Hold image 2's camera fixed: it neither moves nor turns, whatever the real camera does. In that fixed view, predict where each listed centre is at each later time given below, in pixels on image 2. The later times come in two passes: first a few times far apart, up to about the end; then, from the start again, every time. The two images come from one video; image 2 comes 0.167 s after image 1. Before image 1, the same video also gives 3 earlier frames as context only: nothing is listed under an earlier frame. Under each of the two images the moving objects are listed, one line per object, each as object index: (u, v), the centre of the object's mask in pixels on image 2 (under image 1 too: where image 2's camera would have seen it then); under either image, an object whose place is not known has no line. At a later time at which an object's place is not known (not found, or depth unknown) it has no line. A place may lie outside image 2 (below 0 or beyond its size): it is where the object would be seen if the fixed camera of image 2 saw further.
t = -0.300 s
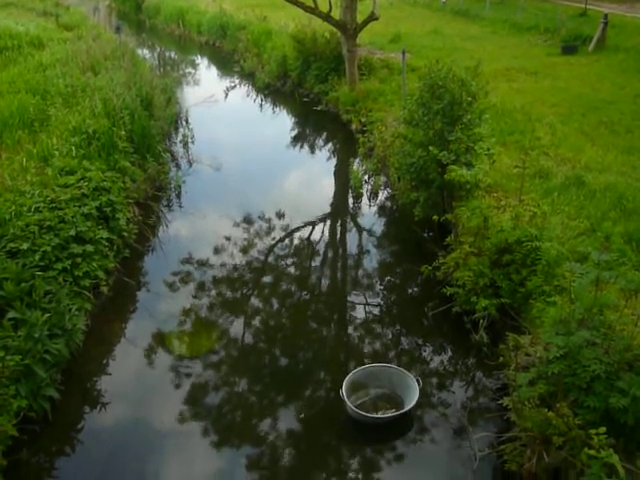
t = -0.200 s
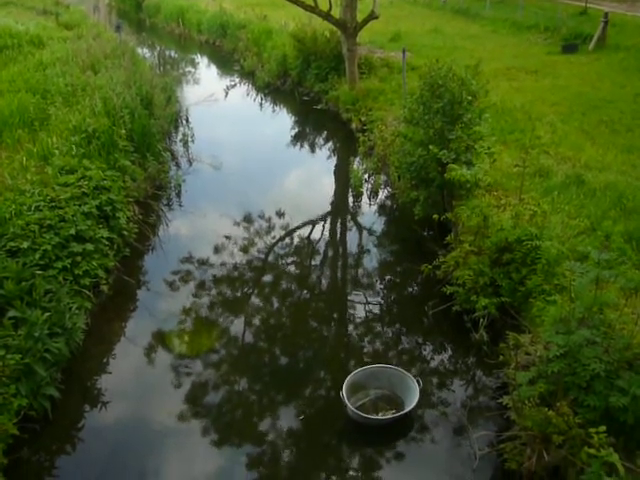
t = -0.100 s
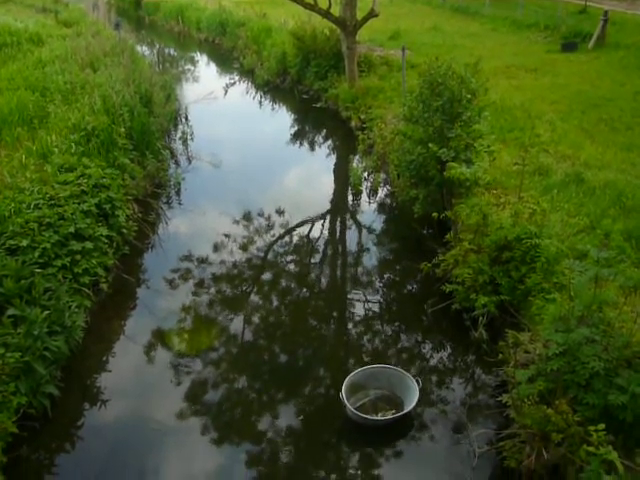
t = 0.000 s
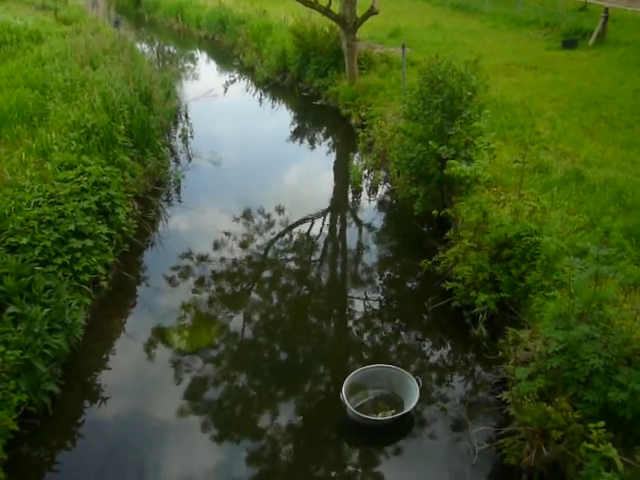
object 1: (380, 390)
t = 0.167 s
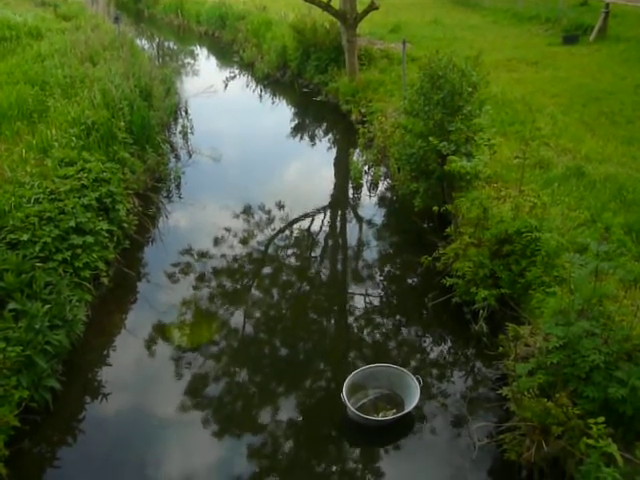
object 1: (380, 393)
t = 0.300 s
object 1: (380, 397)
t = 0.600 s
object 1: (381, 404)
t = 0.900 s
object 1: (381, 412)
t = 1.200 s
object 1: (382, 420)
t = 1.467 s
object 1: (382, 427)
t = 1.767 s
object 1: (382, 436)
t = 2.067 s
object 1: (383, 445)
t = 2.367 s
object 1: (383, 454)
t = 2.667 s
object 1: (383, 464)
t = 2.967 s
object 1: (384, 474)
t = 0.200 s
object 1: (380, 394)
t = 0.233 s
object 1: (380, 395)
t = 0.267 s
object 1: (380, 396)
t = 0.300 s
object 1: (380, 397)
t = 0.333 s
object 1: (380, 397)
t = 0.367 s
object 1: (380, 398)
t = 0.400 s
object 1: (380, 399)
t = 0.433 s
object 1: (381, 400)
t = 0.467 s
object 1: (381, 401)
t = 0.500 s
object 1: (381, 402)
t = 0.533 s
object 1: (381, 402)
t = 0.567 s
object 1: (381, 403)
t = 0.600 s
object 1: (381, 404)
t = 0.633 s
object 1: (381, 405)
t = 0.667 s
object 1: (381, 406)
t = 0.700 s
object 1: (381, 407)
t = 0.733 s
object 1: (381, 407)
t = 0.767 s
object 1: (381, 408)
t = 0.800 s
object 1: (381, 409)
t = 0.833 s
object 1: (381, 410)
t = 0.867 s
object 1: (381, 411)
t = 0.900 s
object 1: (381, 412)
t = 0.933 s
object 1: (381, 413)
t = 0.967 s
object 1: (381, 414)
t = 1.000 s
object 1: (381, 415)
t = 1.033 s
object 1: (381, 415)
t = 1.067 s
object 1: (381, 416)
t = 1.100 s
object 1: (381, 417)
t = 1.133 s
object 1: (381, 418)
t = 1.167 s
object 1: (382, 419)
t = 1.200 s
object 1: (382, 420)
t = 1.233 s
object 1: (381, 421)
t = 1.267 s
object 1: (382, 422)
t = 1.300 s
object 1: (381, 423)
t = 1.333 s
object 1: (382, 424)
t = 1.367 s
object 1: (382, 424)
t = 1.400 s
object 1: (382, 425)
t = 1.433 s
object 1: (382, 426)
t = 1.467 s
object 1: (382, 427)
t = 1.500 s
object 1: (382, 428)
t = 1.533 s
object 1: (382, 429)
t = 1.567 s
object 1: (382, 430)
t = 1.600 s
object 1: (382, 431)
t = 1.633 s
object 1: (382, 432)
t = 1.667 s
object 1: (382, 433)
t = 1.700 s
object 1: (382, 434)
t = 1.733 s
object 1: (382, 435)
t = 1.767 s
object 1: (382, 436)
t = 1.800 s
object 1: (382, 437)
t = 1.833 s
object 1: (382, 438)
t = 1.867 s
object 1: (382, 439)
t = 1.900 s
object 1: (382, 440)
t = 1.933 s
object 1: (383, 441)
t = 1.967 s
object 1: (383, 442)
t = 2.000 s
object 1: (383, 443)
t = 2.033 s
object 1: (383, 444)
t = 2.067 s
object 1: (383, 445)
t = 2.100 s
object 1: (383, 446)
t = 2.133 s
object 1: (383, 447)
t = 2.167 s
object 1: (383, 448)
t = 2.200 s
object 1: (383, 449)
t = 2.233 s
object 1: (383, 450)
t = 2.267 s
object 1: (383, 451)
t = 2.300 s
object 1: (383, 452)
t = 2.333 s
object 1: (383, 453)
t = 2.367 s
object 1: (383, 454)
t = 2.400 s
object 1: (383, 455)
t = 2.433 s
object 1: (383, 456)
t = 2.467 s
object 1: (383, 457)
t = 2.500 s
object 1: (383, 458)
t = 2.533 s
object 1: (383, 460)
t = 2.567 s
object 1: (384, 460)
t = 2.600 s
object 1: (384, 462)
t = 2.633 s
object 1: (384, 463)
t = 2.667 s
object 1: (383, 464)
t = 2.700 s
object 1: (384, 465)
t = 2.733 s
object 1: (384, 466)
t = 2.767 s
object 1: (384, 467)
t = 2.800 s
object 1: (384, 468)
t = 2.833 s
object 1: (384, 469)
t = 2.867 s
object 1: (384, 470)
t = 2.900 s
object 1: (384, 472)
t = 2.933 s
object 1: (385, 473)
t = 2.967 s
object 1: (384, 474)
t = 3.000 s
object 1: (384, 475)
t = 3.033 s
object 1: (385, 476)
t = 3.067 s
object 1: (385, 478)
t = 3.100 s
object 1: (385, 479)
